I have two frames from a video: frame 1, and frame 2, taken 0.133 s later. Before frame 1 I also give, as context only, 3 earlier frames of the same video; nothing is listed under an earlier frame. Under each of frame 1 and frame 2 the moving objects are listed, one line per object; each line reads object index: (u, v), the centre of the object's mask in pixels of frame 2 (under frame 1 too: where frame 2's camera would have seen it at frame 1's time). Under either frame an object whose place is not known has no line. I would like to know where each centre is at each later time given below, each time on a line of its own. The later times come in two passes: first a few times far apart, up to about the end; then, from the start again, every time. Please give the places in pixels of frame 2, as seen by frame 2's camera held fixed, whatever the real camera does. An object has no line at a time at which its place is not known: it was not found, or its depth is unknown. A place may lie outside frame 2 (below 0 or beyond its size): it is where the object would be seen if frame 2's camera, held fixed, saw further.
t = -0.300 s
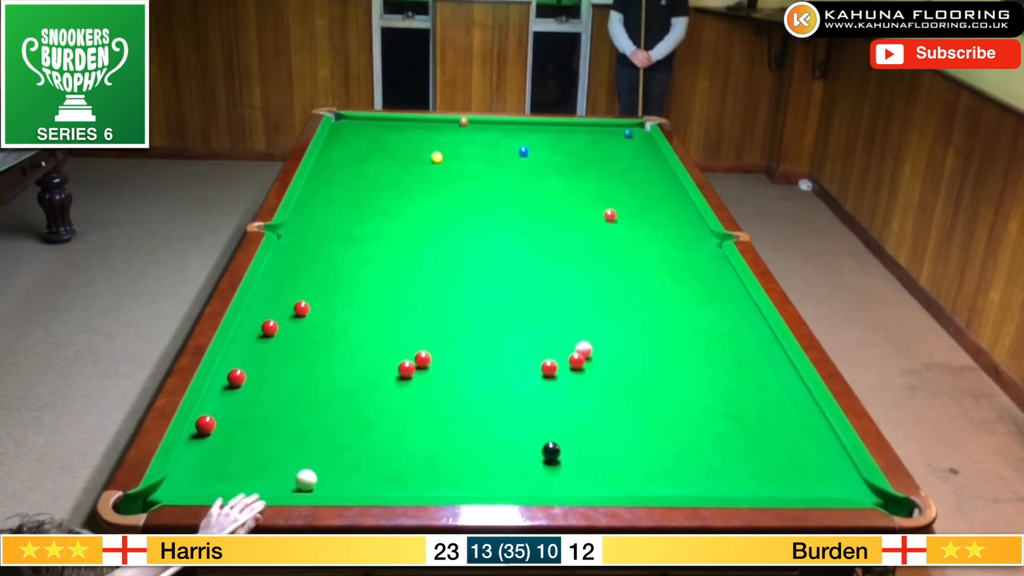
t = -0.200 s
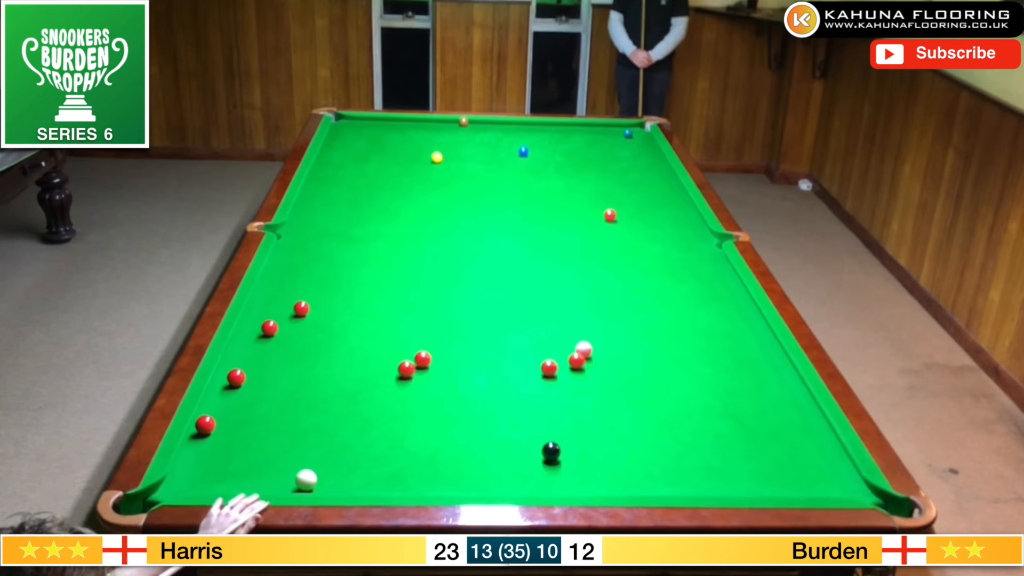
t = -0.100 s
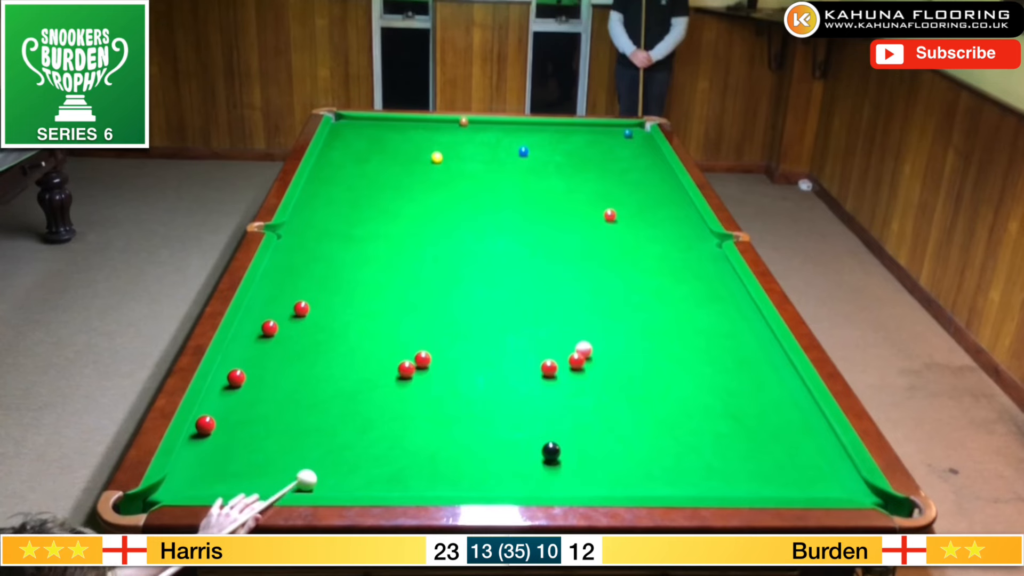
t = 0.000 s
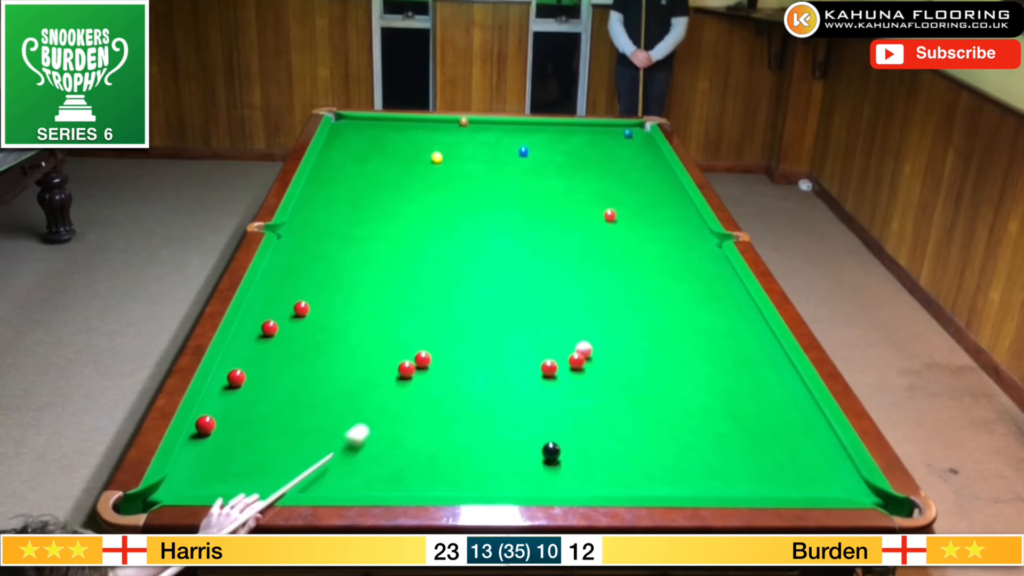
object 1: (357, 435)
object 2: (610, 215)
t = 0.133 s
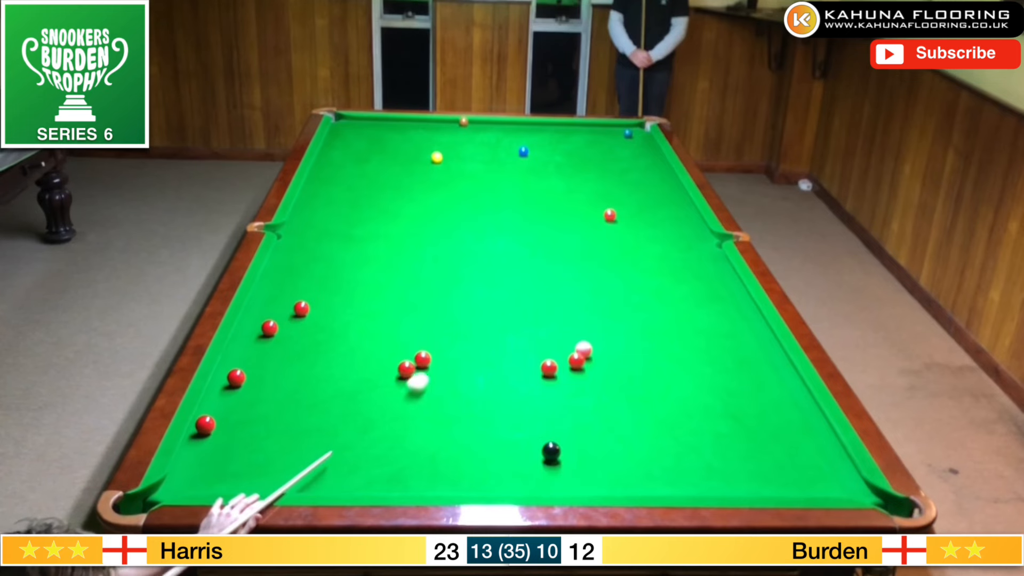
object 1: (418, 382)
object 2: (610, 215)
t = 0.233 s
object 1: (456, 350)
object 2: (610, 215)
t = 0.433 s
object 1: (519, 296)
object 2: (610, 215)
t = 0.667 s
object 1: (576, 247)
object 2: (610, 215)
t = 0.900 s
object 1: (623, 219)
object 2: (609, 205)
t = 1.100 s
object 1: (660, 214)
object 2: (608, 183)
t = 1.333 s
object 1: (683, 206)
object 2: (608, 164)
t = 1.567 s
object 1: (653, 200)
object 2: (607, 147)
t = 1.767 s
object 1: (630, 195)
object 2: (607, 134)
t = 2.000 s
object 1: (605, 189)
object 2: (609, 129)
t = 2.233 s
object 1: (582, 184)
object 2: (618, 138)
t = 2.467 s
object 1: (560, 179)
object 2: (626, 148)
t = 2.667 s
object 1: (544, 176)
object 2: (633, 157)
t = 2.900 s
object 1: (525, 172)
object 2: (641, 167)
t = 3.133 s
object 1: (509, 168)
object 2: (650, 177)
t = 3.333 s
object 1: (496, 165)
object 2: (658, 185)
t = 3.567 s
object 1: (482, 162)
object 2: (667, 196)
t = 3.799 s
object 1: (469, 159)
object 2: (676, 206)
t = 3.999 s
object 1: (459, 157)
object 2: (684, 215)
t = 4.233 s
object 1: (449, 155)
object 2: (694, 225)
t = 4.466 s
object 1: (441, 151)
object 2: (703, 236)
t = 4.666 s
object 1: (432, 150)
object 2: (712, 245)
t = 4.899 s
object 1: (425, 150)
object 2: (717, 254)
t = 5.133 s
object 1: (419, 149)
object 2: (718, 263)
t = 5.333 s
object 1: (415, 148)
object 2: (719, 270)
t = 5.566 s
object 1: (411, 147)
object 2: (721, 278)
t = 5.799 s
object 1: (408, 147)
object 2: (723, 286)
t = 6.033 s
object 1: (406, 147)
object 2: (726, 293)
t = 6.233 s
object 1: (406, 147)
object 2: (728, 299)
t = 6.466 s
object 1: (406, 147)
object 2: (730, 305)
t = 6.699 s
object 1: (406, 147)
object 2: (732, 311)
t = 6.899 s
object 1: (406, 147)
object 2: (733, 315)
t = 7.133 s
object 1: (406, 147)
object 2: (735, 320)
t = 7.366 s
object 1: (406, 147)
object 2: (737, 323)
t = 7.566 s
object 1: (406, 147)
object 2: (738, 326)
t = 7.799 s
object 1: (406, 147)
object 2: (738, 327)
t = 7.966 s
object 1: (406, 147)
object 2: (739, 328)
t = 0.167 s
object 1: (432, 371)
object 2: (610, 215)
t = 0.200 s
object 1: (444, 360)
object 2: (610, 215)
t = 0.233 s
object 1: (456, 350)
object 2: (610, 215)
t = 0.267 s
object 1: (468, 340)
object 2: (610, 215)
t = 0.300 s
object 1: (479, 330)
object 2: (610, 215)
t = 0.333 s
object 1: (490, 321)
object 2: (610, 215)
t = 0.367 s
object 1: (500, 313)
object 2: (610, 215)
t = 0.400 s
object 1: (510, 304)
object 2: (610, 215)
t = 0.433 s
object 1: (519, 296)
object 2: (610, 215)
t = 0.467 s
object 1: (528, 288)
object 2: (610, 215)
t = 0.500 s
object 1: (537, 281)
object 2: (610, 216)
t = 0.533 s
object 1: (546, 274)
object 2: (610, 215)
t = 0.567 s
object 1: (554, 267)
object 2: (610, 215)
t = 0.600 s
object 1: (562, 260)
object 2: (610, 215)
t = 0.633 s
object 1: (569, 253)
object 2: (610, 215)
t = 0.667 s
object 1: (576, 247)
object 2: (610, 215)
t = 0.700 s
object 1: (584, 241)
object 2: (610, 215)
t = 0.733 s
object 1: (591, 235)
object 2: (610, 215)
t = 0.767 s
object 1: (597, 230)
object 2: (610, 215)
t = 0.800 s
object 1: (604, 224)
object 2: (611, 214)
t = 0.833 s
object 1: (610, 218)
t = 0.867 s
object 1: (616, 219)
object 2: (609, 209)
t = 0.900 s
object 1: (623, 219)
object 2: (609, 205)
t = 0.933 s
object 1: (629, 218)
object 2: (609, 201)
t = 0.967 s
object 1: (635, 218)
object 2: (609, 197)
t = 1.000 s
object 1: (641, 217)
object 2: (609, 193)
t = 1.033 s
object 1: (648, 216)
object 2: (609, 190)
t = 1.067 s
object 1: (654, 215)
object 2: (609, 187)
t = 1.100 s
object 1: (660, 214)
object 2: (608, 183)
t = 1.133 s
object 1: (666, 213)
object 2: (608, 180)
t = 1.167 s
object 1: (671, 212)
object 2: (608, 178)
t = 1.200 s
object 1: (677, 210)
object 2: (608, 175)
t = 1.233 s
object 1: (683, 209)
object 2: (608, 172)
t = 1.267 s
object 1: (688, 208)
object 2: (608, 169)
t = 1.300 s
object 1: (689, 207)
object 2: (608, 166)
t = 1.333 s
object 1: (683, 206)
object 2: (608, 164)
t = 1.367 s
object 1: (678, 205)
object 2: (608, 161)
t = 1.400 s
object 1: (674, 204)
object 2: (608, 159)
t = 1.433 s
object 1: (670, 203)
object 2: (608, 156)
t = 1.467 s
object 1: (665, 202)
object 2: (607, 154)
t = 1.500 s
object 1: (661, 201)
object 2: (607, 151)
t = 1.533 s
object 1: (657, 201)
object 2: (607, 149)
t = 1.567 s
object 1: (653, 200)
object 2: (607, 147)
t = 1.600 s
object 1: (649, 199)
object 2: (607, 144)
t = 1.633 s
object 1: (645, 198)
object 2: (607, 142)
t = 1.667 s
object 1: (641, 197)
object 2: (607, 140)
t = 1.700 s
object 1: (637, 196)
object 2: (607, 138)
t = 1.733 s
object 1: (634, 196)
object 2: (607, 136)
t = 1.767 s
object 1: (630, 195)
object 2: (607, 134)
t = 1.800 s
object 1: (626, 194)
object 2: (607, 132)
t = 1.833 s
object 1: (622, 193)
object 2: (607, 130)
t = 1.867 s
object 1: (619, 192)
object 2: (606, 128)
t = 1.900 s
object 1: (615, 191)
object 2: (606, 126)
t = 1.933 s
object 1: (612, 191)
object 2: (607, 126)
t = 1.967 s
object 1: (608, 190)
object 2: (608, 128)
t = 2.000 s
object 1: (605, 189)
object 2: (609, 129)
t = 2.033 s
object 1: (601, 188)
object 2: (611, 130)
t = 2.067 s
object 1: (598, 187)
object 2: (612, 132)
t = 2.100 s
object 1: (595, 187)
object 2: (613, 133)
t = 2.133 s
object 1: (591, 186)
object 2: (614, 134)
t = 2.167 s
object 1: (588, 185)
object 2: (615, 136)
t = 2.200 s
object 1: (585, 185)
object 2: (616, 137)
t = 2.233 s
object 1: (582, 184)
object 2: (618, 138)
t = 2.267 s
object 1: (579, 183)
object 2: (619, 140)
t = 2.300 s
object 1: (575, 183)
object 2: (620, 141)
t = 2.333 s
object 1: (572, 182)
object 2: (621, 143)
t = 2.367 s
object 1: (569, 181)
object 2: (622, 144)
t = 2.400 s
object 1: (566, 181)
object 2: (624, 146)
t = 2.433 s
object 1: (563, 180)
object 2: (625, 147)
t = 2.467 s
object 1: (560, 179)
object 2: (626, 148)
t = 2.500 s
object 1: (557, 179)
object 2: (627, 149)
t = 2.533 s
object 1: (555, 178)
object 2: (628, 151)
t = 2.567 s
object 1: (552, 178)
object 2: (629, 153)
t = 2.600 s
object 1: (549, 177)
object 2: (630, 154)
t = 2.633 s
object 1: (546, 176)
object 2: (632, 155)
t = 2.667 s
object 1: (544, 176)
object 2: (633, 157)
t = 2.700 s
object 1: (541, 175)
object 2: (634, 158)
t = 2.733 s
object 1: (538, 175)
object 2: (635, 160)
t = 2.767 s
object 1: (536, 174)
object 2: (636, 161)
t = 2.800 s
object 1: (533, 174)
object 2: (638, 162)
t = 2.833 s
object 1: (530, 173)
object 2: (639, 164)
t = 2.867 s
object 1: (528, 172)
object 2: (640, 165)
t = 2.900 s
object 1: (525, 172)
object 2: (641, 167)
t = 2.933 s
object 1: (523, 171)
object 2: (643, 168)
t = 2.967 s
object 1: (520, 171)
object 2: (644, 169)
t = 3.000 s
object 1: (518, 170)
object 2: (645, 171)
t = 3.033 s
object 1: (516, 170)
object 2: (646, 172)
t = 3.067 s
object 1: (513, 169)
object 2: (648, 174)
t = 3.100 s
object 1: (511, 169)
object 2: (649, 175)
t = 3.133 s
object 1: (509, 168)
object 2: (650, 177)
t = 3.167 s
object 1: (506, 167)
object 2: (651, 178)
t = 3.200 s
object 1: (504, 167)
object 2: (653, 180)
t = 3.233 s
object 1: (502, 167)
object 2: (654, 181)
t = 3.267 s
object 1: (500, 166)
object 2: (655, 182)
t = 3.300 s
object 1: (498, 166)
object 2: (657, 184)
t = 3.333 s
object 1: (496, 165)
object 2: (658, 185)
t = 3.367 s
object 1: (493, 165)
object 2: (659, 187)
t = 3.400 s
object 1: (491, 164)
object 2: (660, 188)
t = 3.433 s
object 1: (489, 164)
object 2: (662, 190)
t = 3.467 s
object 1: (487, 163)
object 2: (663, 191)
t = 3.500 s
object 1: (485, 163)
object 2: (664, 193)
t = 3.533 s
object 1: (483, 162)
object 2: (666, 194)
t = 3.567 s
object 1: (482, 162)
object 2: (667, 196)
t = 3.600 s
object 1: (480, 162)
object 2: (668, 197)
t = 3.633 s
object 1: (478, 161)
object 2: (670, 199)
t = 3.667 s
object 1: (476, 161)
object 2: (671, 200)
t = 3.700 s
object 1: (474, 161)
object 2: (672, 202)
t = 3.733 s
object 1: (472, 160)
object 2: (674, 203)
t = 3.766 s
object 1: (471, 160)
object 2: (675, 205)
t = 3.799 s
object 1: (469, 159)
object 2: (676, 206)
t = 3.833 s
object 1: (467, 159)
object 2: (677, 208)
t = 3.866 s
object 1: (465, 158)
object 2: (679, 209)
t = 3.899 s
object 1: (464, 158)
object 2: (680, 211)
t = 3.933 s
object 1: (462, 158)
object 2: (682, 212)
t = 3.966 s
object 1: (461, 157)
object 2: (683, 214)
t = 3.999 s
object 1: (459, 157)
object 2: (684, 215)
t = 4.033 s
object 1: (457, 157)
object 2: (686, 217)
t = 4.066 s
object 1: (456, 156)
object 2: (687, 218)
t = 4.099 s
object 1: (454, 156)
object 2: (688, 219)
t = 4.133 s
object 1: (453, 156)
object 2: (690, 221)
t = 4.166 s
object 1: (451, 155)
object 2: (691, 222)
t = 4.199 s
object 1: (450, 155)
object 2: (692, 224)
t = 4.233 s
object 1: (449, 155)
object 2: (694, 225)
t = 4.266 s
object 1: (447, 154)
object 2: (695, 227)
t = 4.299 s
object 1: (446, 154)
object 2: (697, 228)
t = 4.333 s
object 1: (445, 153)
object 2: (698, 230)
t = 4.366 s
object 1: (444, 153)
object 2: (699, 231)
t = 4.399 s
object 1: (443, 153)
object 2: (701, 233)
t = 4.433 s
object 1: (441, 152)
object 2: (702, 234)
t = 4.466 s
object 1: (441, 151)
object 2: (703, 236)
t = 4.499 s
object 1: (439, 151)
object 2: (705, 237)
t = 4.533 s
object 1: (438, 150)
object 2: (706, 239)
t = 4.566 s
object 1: (436, 150)
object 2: (708, 240)
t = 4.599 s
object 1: (435, 150)
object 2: (709, 242)
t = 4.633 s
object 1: (433, 150)
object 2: (710, 243)
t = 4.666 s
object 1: (432, 150)
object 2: (712, 245)
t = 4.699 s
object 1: (431, 150)
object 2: (713, 246)
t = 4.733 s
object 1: (430, 150)
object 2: (714, 248)
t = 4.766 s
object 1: (429, 150)
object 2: (716, 249)
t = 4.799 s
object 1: (428, 150)
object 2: (716, 251)
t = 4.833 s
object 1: (427, 150)
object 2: (716, 252)
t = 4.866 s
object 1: (426, 150)
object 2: (717, 253)
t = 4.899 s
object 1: (425, 150)
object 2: (717, 254)
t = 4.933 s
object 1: (424, 149)
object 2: (717, 256)
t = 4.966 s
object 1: (423, 149)
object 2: (717, 257)
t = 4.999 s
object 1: (422, 149)
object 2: (717, 258)
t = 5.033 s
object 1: (422, 149)
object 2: (718, 259)
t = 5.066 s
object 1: (421, 149)
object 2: (718, 261)
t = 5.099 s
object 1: (420, 149)
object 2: (718, 262)
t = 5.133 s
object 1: (419, 149)
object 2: (718, 263)
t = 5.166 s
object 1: (418, 148)
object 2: (718, 264)
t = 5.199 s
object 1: (417, 148)
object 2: (718, 265)
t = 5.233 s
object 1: (417, 148)
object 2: (719, 267)
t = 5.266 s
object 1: (416, 148)
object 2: (719, 268)
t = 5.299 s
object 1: (415, 148)
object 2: (719, 269)
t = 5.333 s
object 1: (415, 148)
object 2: (719, 270)
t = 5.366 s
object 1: (414, 148)
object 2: (720, 271)
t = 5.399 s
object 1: (413, 148)
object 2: (720, 272)
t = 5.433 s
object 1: (413, 148)
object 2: (720, 274)
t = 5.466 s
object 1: (412, 147)
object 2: (720, 275)
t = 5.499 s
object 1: (412, 147)
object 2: (721, 276)
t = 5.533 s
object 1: (411, 147)
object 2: (721, 277)
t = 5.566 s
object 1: (411, 147)
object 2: (721, 278)
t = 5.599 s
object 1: (410, 147)
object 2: (721, 279)
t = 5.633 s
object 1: (410, 147)
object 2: (722, 281)
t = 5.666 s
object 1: (409, 147)
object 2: (722, 282)
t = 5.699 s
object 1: (409, 147)
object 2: (722, 283)
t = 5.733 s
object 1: (409, 147)
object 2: (722, 284)
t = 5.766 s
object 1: (408, 147)
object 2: (723, 285)
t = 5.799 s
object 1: (408, 147)
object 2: (723, 286)
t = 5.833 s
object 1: (408, 147)
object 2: (723, 287)
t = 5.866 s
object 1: (407, 147)
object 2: (724, 288)
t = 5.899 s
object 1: (407, 147)
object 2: (724, 289)
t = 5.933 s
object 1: (407, 147)
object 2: (725, 290)
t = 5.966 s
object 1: (407, 147)
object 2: (725, 291)
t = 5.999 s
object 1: (406, 147)
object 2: (725, 292)
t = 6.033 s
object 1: (406, 147)
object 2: (726, 293)
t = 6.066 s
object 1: (406, 147)
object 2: (726, 294)
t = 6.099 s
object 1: (406, 147)
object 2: (726, 295)
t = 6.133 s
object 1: (406, 147)
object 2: (727, 296)
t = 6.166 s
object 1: (406, 147)
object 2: (727, 297)
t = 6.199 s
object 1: (406, 147)
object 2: (728, 298)
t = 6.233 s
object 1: (406, 147)
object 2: (728, 299)
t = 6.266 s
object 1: (406, 147)
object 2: (728, 300)
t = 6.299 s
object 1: (406, 147)
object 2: (728, 301)
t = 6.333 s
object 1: (406, 147)
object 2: (729, 302)
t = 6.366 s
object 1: (406, 147)
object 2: (729, 303)
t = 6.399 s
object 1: (406, 147)
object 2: (729, 304)
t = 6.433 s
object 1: (406, 147)
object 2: (730, 305)
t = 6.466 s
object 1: (406, 147)
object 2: (730, 305)
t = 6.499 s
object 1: (406, 147)
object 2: (730, 306)
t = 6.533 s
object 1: (406, 147)
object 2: (731, 307)
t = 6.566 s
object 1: (406, 147)
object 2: (731, 308)
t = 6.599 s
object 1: (406, 147)
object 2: (731, 309)
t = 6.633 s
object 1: (406, 147)
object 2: (731, 310)
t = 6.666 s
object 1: (406, 147)
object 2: (732, 310)
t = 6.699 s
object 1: (406, 147)
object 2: (732, 311)
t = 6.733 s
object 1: (406, 147)
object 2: (732, 312)
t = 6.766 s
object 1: (406, 147)
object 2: (732, 313)
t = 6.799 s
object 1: (406, 147)
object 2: (733, 313)
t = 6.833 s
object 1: (406, 147)
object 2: (733, 314)
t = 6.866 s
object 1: (406, 147)
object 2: (733, 315)
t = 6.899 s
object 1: (406, 147)
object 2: (733, 315)
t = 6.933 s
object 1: (406, 147)
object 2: (734, 316)
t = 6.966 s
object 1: (406, 147)
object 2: (734, 317)
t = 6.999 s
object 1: (406, 147)
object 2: (734, 318)
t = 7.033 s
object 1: (406, 147)
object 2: (734, 318)
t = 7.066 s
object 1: (406, 147)
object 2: (735, 319)
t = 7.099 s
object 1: (406, 147)
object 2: (735, 319)
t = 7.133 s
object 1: (406, 147)
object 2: (735, 320)
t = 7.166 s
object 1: (406, 147)
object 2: (735, 320)
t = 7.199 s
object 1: (406, 147)
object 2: (736, 321)
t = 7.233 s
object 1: (406, 147)
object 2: (736, 321)
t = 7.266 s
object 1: (406, 147)
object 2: (736, 322)
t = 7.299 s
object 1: (406, 147)
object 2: (736, 322)
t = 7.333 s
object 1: (406, 147)
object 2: (737, 323)
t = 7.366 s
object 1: (406, 147)
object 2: (737, 323)
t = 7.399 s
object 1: (406, 147)
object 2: (737, 324)
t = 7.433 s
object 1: (406, 147)
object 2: (737, 324)
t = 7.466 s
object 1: (406, 147)
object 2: (737, 324)
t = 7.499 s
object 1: (406, 147)
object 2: (737, 325)
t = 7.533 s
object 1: (406, 147)
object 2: (737, 325)
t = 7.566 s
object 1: (406, 147)
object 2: (738, 326)
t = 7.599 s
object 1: (406, 147)
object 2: (738, 326)
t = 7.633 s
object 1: (406, 147)
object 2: (738, 326)
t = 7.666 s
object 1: (406, 147)
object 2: (738, 327)
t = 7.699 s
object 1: (406, 146)
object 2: (738, 327)
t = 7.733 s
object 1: (406, 147)
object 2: (738, 327)
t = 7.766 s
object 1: (406, 147)
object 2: (738, 327)
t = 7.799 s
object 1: (406, 147)
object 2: (738, 327)
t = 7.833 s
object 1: (406, 146)
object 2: (738, 328)
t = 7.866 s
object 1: (406, 146)
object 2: (739, 328)
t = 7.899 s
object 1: (406, 147)
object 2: (739, 328)
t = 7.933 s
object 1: (406, 147)
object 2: (739, 328)
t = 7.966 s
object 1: (406, 147)
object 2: (739, 328)
